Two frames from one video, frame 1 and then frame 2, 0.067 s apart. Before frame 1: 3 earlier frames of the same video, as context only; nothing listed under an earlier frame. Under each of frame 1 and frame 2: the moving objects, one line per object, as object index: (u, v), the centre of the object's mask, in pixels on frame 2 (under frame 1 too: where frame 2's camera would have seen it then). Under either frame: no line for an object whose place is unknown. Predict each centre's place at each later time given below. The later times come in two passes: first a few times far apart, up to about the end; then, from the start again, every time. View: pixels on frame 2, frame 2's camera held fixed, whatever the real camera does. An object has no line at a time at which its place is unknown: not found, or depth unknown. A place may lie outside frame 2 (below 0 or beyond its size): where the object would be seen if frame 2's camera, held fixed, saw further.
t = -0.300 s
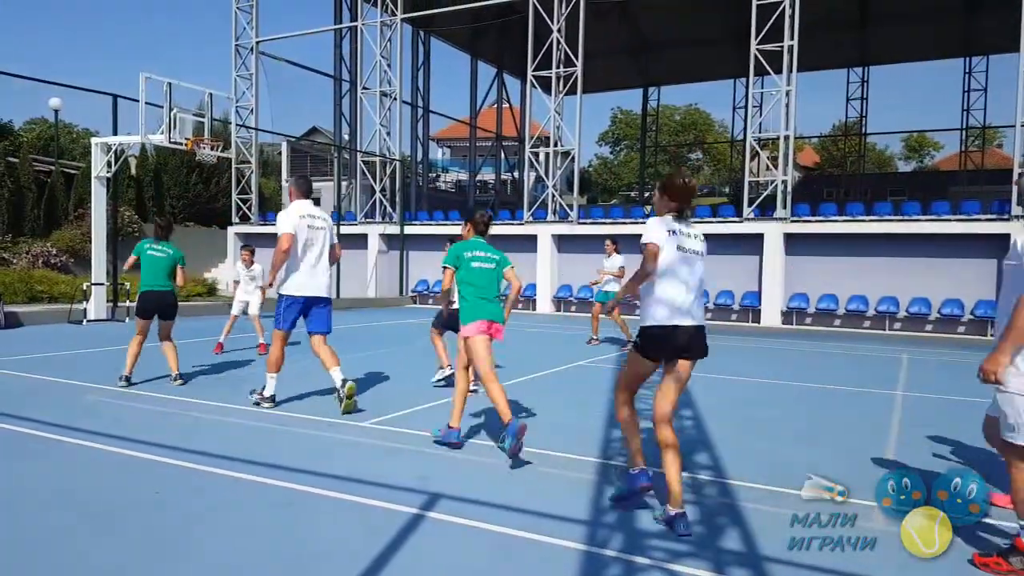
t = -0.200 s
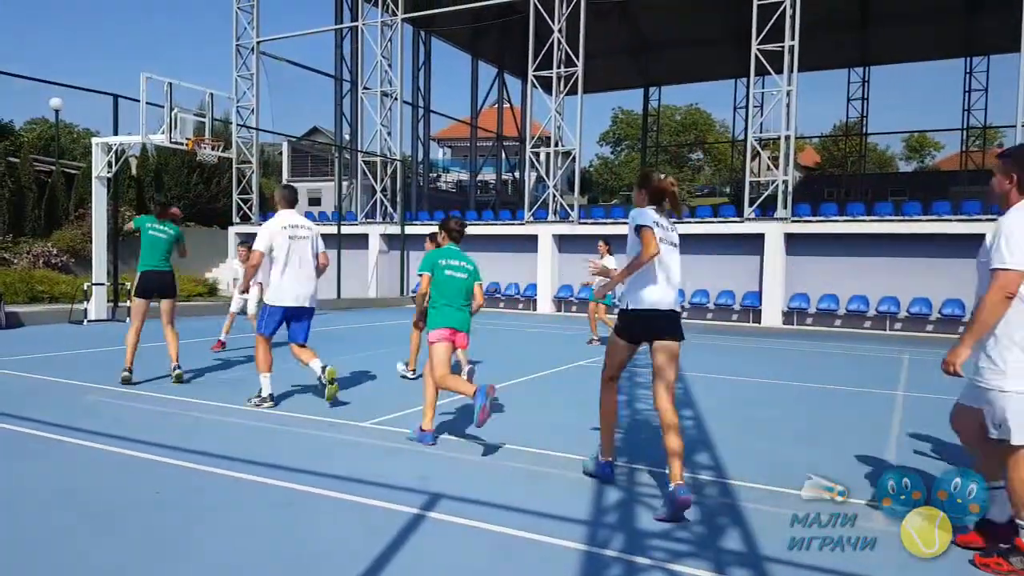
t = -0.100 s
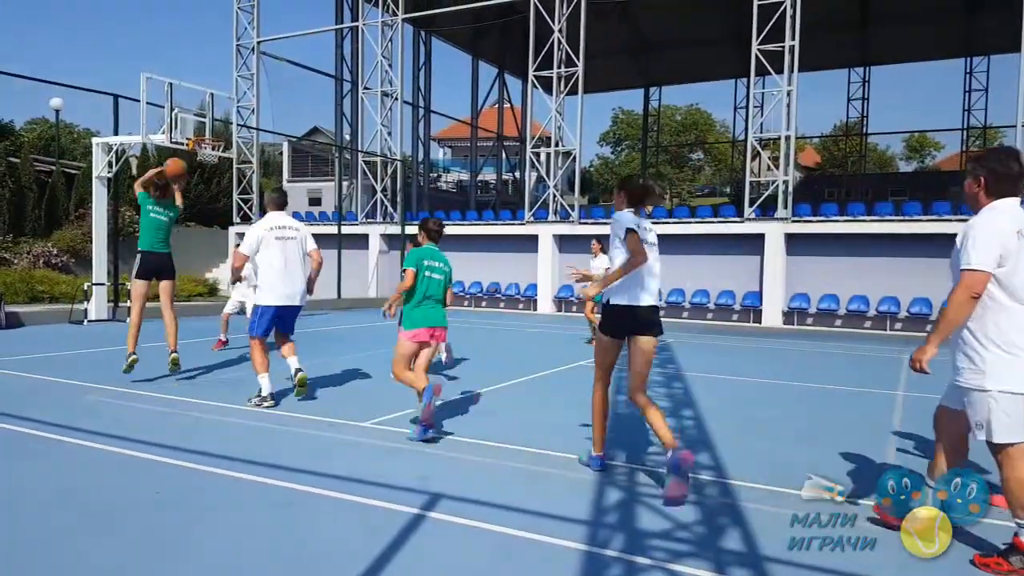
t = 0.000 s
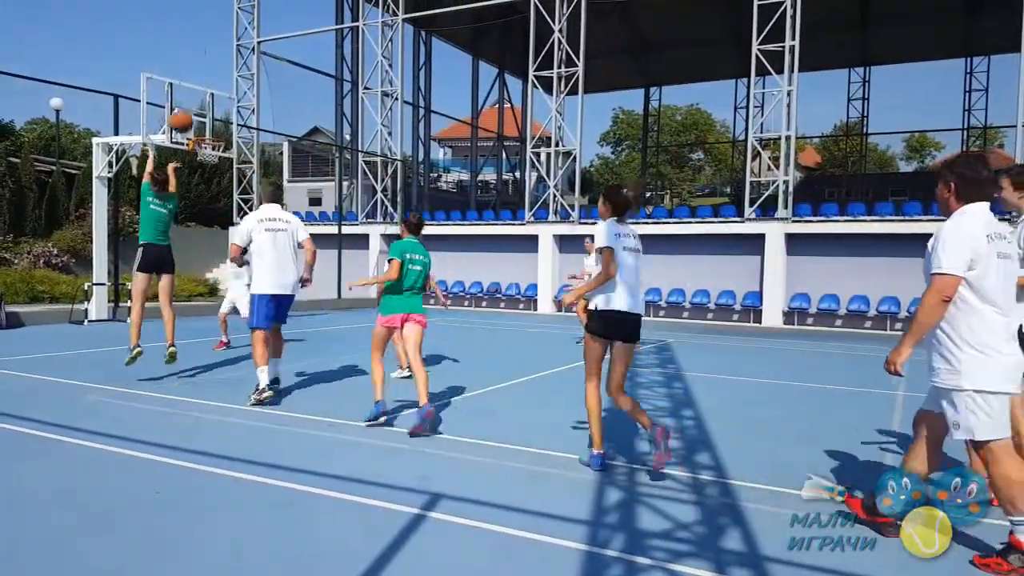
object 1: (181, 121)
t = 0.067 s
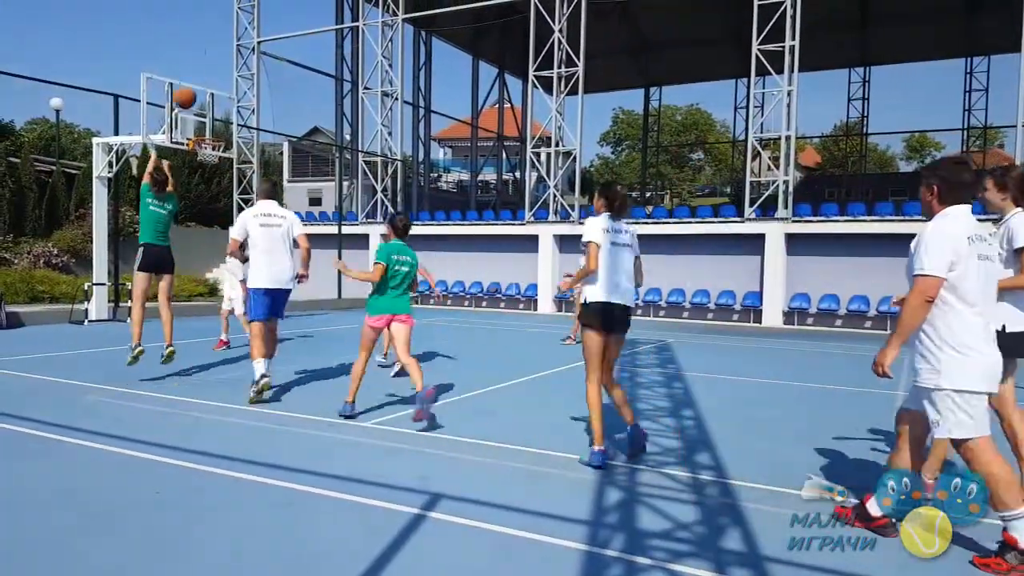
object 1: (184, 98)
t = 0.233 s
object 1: (192, 59)
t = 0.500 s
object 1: (202, 49)
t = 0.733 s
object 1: (210, 82)
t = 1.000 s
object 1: (210, 146)
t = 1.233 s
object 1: (189, 159)
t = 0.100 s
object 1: (186, 87)
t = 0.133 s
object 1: (188, 78)
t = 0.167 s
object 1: (189, 71)
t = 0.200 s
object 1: (191, 64)
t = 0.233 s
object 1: (192, 59)
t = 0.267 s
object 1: (194, 54)
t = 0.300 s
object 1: (195, 51)
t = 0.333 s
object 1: (196, 48)
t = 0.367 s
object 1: (197, 47)
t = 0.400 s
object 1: (199, 46)
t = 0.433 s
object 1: (200, 46)
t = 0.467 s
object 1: (201, 47)
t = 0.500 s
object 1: (202, 49)
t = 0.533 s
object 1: (203, 51)
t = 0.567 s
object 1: (205, 55)
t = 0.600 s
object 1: (206, 59)
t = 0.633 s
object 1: (207, 64)
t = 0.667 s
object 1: (207, 70)
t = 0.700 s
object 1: (209, 75)
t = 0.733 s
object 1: (210, 82)
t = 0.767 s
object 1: (210, 89)
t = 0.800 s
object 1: (211, 97)
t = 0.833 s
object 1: (212, 104)
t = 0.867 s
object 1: (213, 113)
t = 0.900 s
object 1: (213, 122)
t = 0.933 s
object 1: (215, 132)
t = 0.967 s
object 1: (218, 139)
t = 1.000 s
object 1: (210, 146)
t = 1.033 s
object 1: (205, 155)
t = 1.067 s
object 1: (198, 158)
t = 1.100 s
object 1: (196, 157)
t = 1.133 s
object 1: (193, 157)
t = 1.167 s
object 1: (192, 156)
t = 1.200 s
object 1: (190, 158)
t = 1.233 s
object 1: (189, 159)
